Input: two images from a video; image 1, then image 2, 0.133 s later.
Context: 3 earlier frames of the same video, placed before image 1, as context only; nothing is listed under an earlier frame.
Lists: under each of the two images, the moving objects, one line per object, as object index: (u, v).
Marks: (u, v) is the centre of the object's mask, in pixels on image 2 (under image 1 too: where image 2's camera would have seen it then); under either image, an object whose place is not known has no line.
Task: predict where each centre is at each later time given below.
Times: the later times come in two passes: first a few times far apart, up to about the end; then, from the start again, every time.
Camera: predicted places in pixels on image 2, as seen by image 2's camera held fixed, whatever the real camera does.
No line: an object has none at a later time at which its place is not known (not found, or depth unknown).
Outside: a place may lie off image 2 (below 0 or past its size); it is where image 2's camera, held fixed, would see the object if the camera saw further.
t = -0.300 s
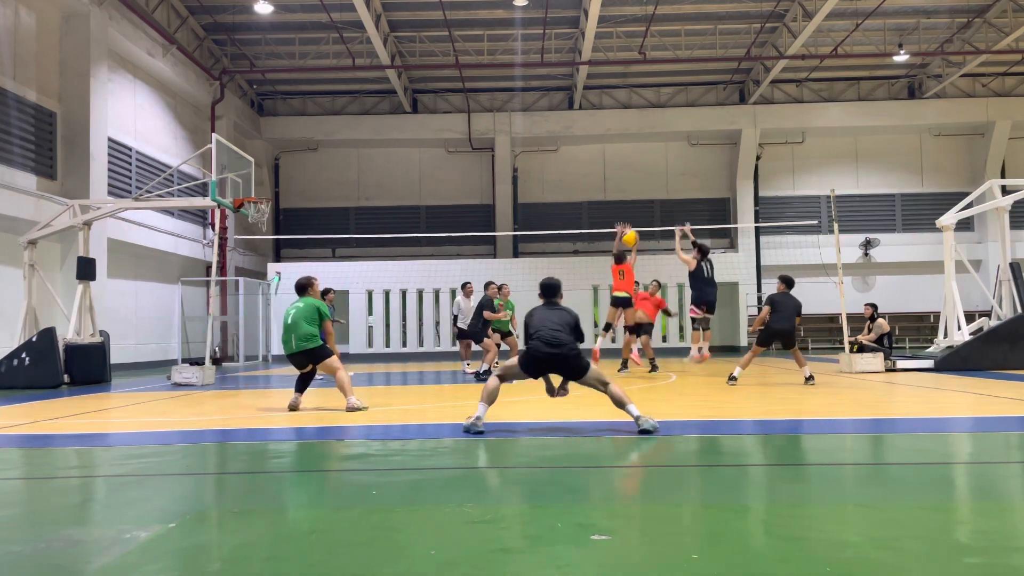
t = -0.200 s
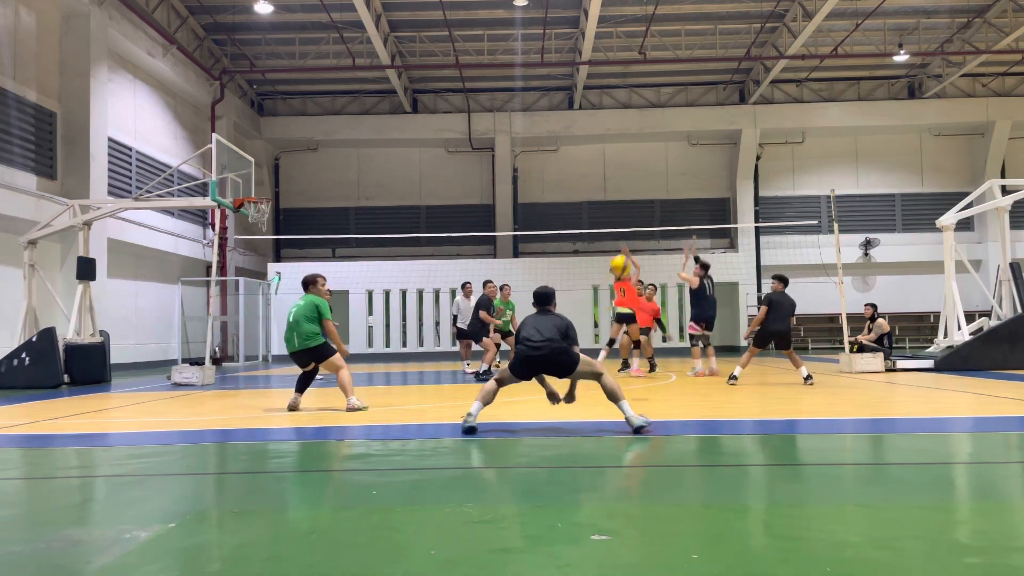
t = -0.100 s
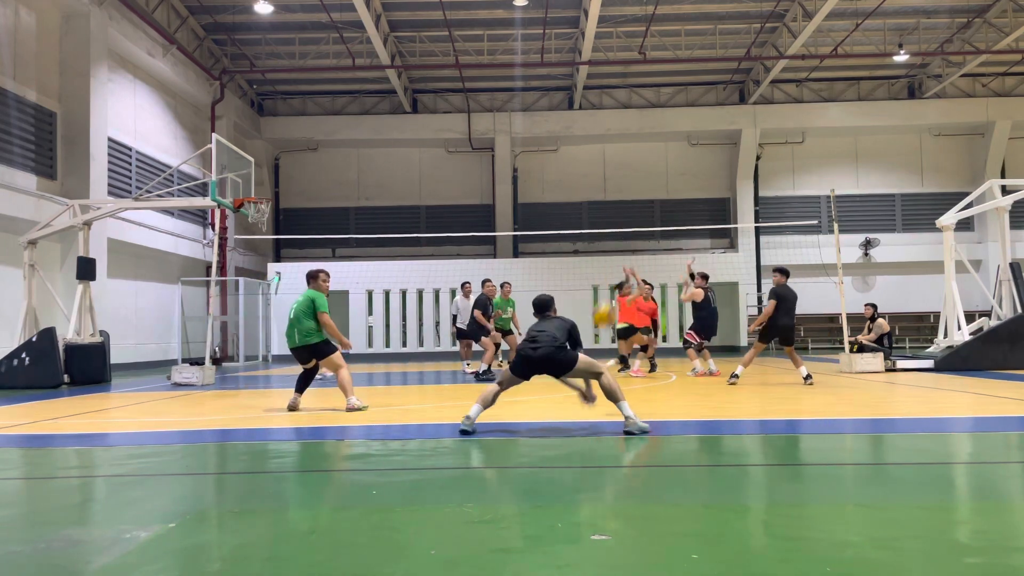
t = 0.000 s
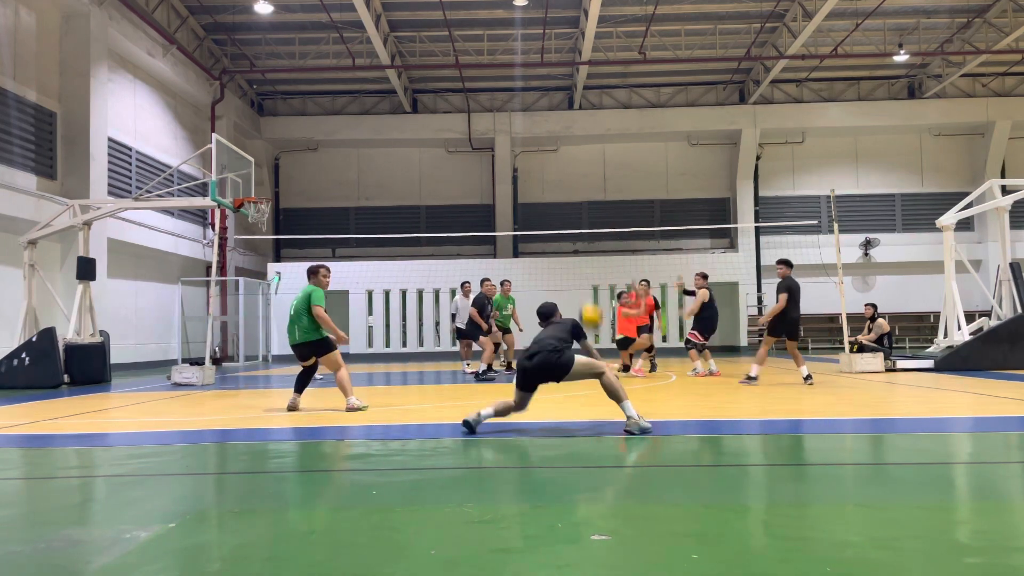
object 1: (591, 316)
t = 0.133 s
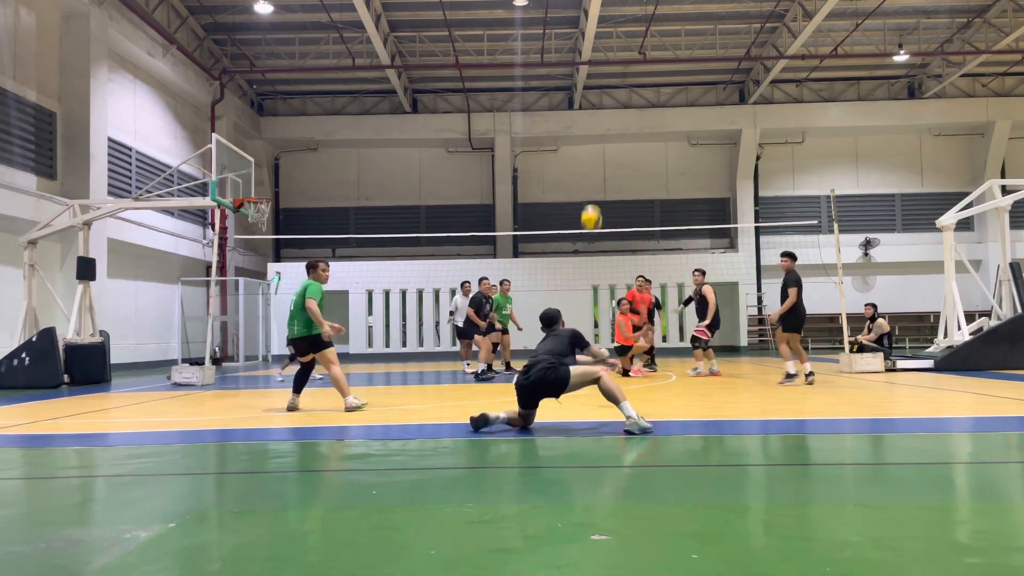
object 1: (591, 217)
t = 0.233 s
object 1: (593, 171)
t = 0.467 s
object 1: (599, 119)
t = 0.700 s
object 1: (604, 117)
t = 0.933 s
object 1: (610, 145)
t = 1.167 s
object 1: (616, 192)
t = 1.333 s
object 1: (619, 236)
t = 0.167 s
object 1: (592, 201)
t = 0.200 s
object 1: (592, 185)
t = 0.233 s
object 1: (593, 171)
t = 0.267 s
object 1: (593, 159)
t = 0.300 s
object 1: (595, 149)
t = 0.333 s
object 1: (595, 141)
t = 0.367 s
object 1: (596, 133)
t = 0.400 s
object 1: (597, 127)
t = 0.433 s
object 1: (598, 123)
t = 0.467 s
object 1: (599, 119)
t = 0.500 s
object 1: (599, 116)
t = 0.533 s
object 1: (600, 115)
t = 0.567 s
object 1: (601, 113)
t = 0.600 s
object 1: (602, 113)
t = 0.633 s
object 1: (603, 114)
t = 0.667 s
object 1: (603, 115)
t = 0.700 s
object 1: (604, 117)
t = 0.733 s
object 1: (606, 119)
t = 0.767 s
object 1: (606, 122)
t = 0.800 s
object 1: (607, 125)
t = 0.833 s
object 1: (607, 130)
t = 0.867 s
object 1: (608, 134)
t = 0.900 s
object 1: (609, 139)
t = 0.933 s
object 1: (610, 145)
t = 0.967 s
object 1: (611, 150)
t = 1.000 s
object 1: (611, 156)
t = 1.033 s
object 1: (612, 163)
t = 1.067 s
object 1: (614, 169)
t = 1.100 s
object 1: (614, 176)
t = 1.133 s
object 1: (614, 184)
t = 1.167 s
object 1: (616, 192)
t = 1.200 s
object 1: (616, 201)
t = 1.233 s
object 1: (617, 209)
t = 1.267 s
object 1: (618, 218)
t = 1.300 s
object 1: (618, 225)
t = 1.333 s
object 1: (619, 236)
